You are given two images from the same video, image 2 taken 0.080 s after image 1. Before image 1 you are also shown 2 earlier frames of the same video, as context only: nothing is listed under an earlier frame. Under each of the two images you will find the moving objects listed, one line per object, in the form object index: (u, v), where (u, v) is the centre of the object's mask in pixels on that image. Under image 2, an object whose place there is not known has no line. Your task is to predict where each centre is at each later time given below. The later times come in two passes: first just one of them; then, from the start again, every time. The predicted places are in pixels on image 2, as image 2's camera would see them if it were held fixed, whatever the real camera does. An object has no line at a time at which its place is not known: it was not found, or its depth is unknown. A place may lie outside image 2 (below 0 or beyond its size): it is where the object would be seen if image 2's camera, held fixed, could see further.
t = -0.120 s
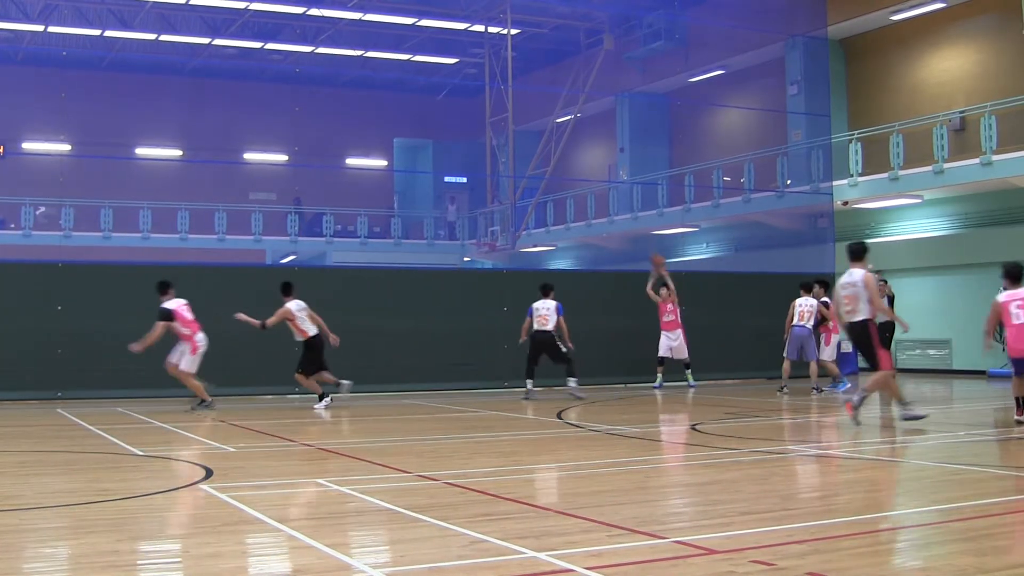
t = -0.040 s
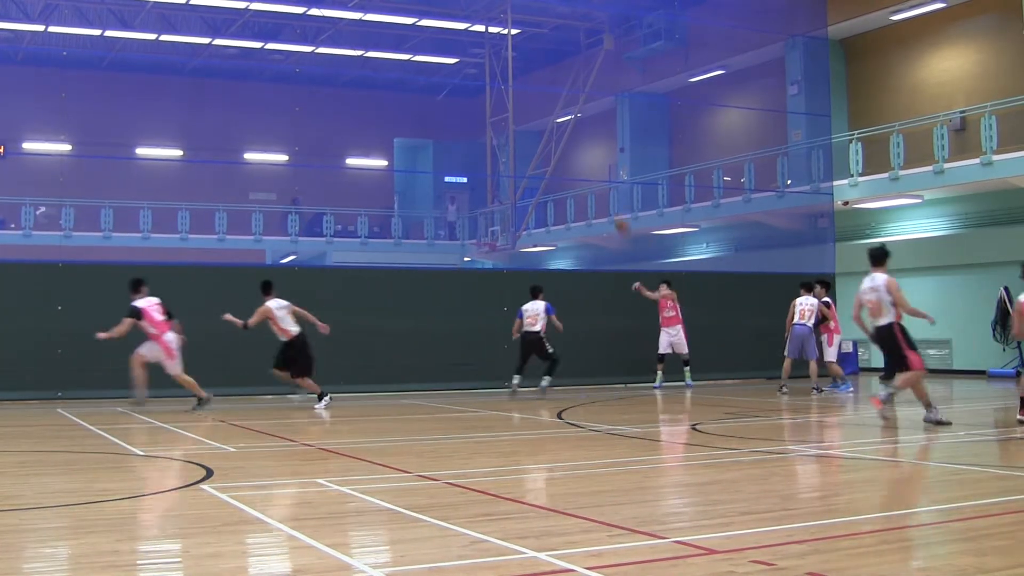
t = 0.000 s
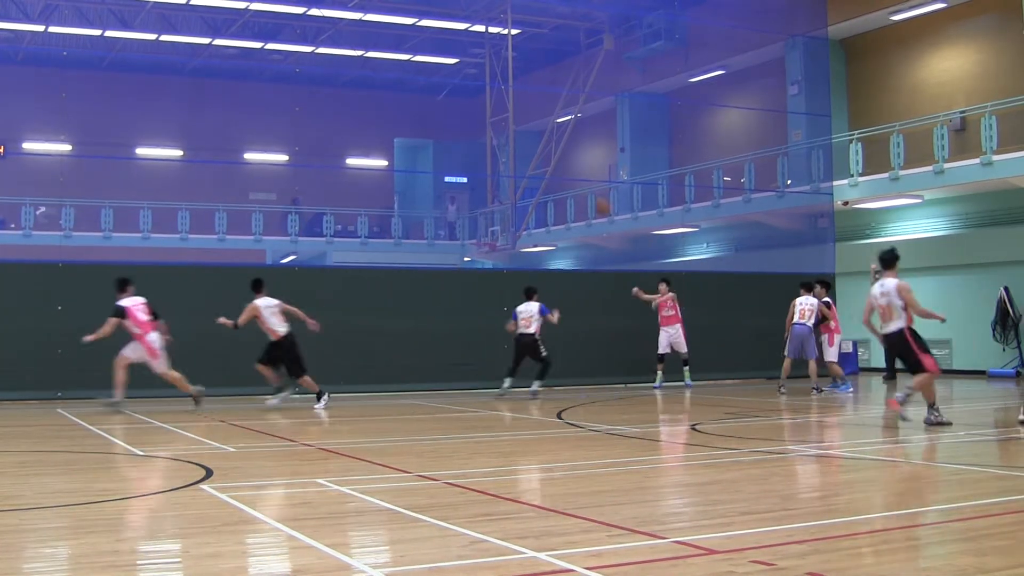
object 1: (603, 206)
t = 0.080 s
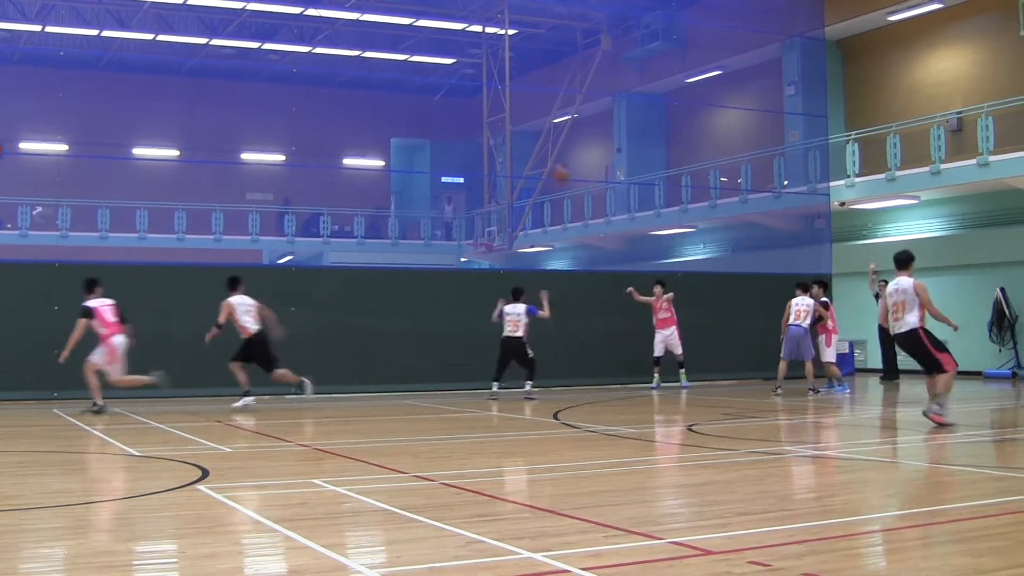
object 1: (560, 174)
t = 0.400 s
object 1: (387, 67)
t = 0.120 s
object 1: (538, 158)
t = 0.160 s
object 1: (515, 144)
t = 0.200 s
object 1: (492, 129)
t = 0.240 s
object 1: (470, 115)
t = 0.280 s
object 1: (448, 103)
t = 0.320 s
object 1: (428, 90)
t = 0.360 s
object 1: (406, 77)
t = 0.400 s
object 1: (387, 67)
